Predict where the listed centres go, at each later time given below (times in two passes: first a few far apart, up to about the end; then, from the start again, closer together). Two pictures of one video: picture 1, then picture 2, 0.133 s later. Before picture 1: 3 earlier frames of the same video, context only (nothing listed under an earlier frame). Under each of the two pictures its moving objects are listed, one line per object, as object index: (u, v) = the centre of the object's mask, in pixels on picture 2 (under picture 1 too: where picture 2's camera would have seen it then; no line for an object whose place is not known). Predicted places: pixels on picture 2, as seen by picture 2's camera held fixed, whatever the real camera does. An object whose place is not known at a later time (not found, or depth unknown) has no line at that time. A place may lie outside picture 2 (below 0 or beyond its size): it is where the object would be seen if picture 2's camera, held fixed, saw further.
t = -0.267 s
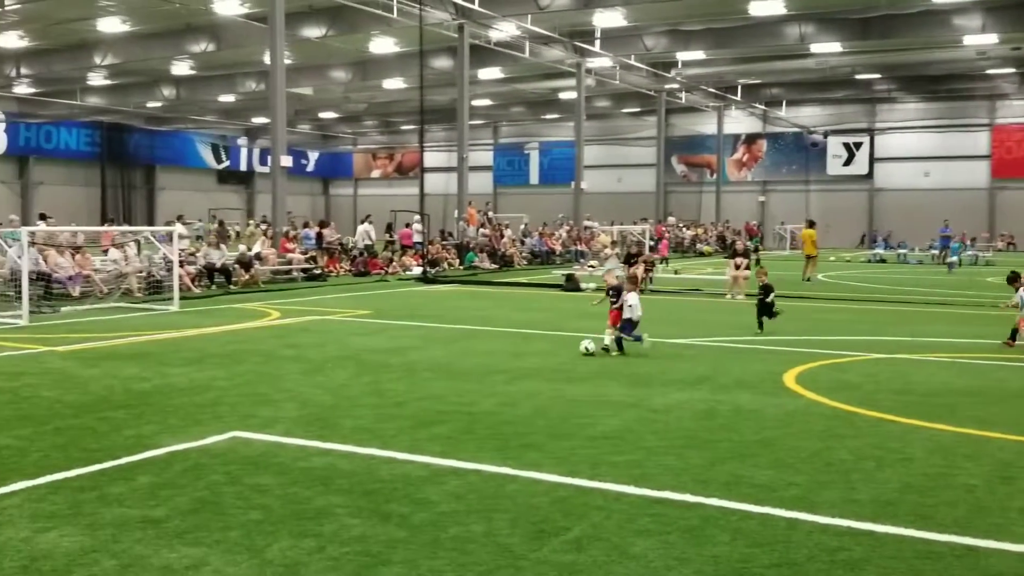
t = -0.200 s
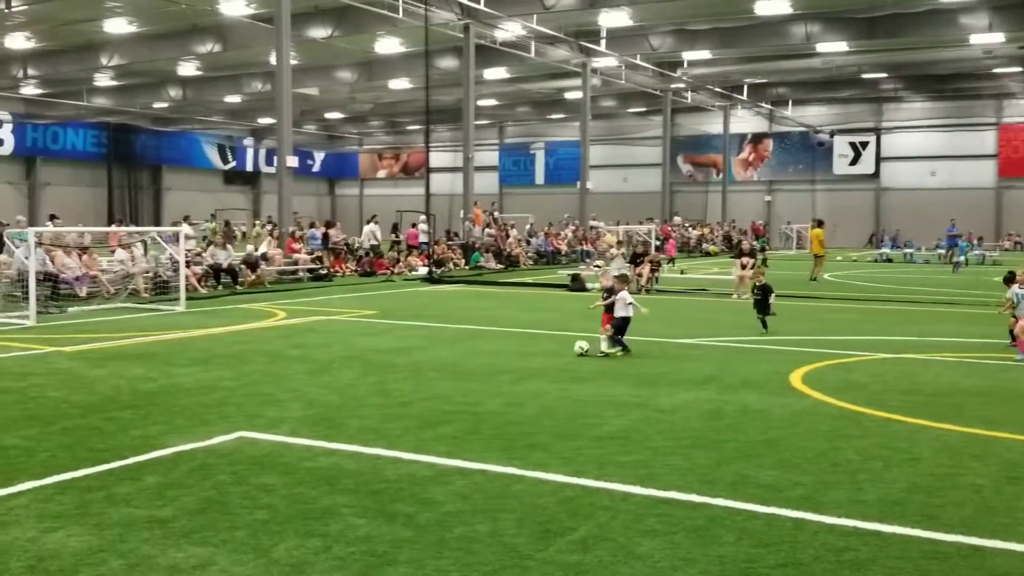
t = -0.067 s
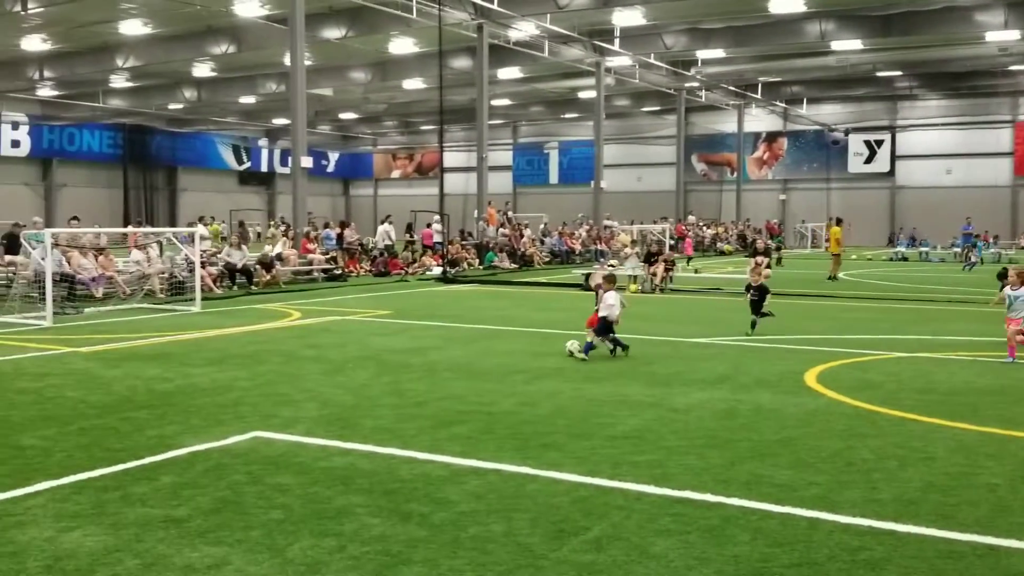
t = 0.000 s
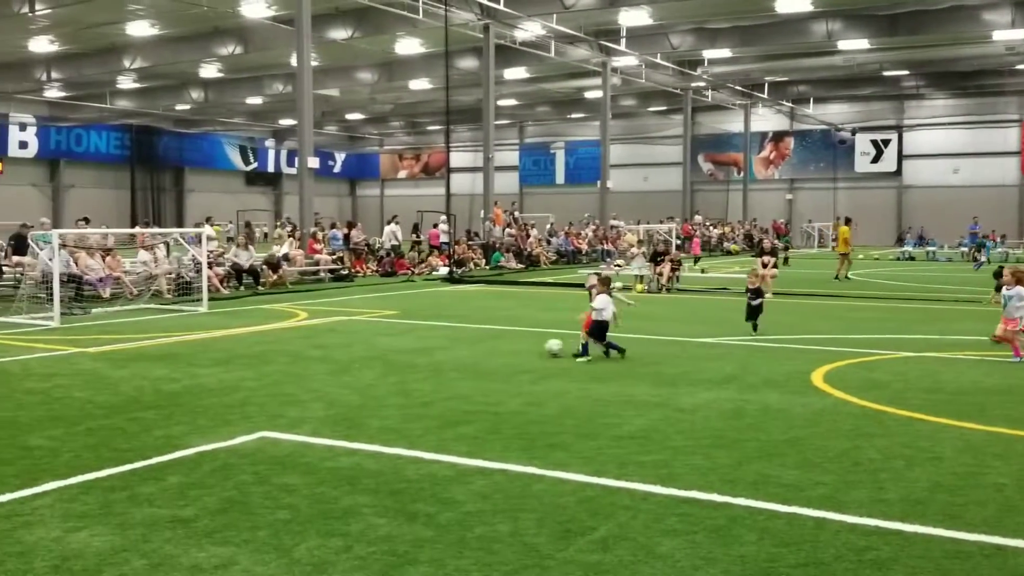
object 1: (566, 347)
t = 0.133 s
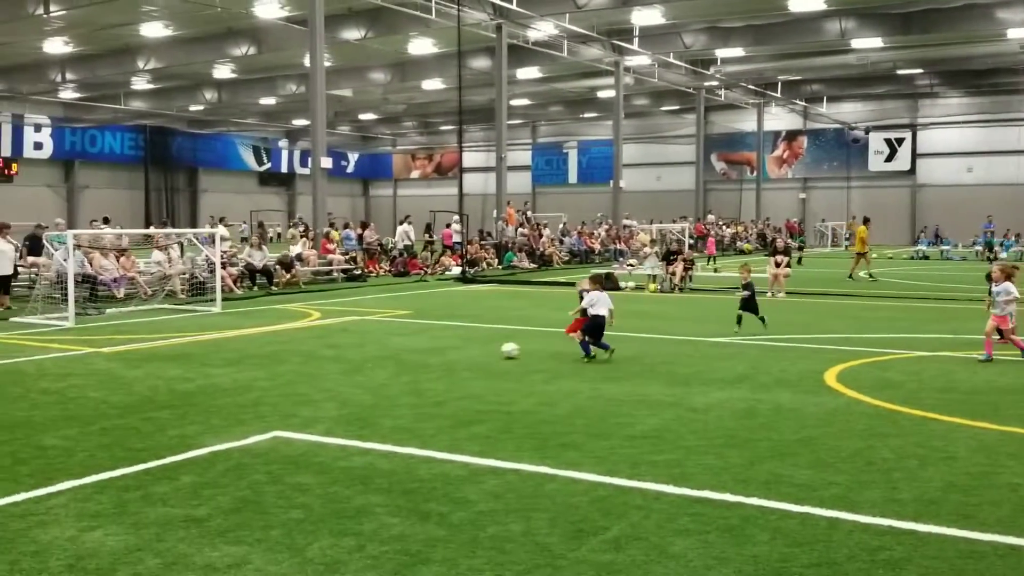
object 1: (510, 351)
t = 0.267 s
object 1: (462, 352)
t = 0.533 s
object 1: (377, 355)
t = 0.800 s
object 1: (296, 358)
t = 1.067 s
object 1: (215, 361)
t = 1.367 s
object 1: (125, 365)
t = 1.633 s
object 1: (44, 368)
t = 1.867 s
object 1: (-26, 371)
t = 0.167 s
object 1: (498, 351)
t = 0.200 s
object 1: (486, 350)
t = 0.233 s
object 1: (473, 350)
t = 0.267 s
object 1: (462, 352)
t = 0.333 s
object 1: (439, 352)
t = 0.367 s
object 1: (428, 353)
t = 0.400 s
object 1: (418, 354)
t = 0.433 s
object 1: (408, 354)
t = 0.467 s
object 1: (398, 354)
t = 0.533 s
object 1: (377, 355)
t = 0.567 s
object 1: (367, 356)
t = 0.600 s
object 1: (357, 355)
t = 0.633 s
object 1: (346, 355)
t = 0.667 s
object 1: (336, 356)
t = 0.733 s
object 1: (316, 357)
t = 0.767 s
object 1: (306, 357)
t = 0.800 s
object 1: (296, 358)
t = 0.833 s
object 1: (286, 359)
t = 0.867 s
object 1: (275, 359)
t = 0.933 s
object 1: (255, 360)
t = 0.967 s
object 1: (245, 360)
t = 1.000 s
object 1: (236, 361)
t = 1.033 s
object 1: (225, 361)
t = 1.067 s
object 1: (215, 361)
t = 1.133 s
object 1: (195, 362)
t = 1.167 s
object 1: (185, 363)
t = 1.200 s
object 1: (175, 363)
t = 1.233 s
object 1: (164, 363)
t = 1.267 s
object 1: (155, 364)
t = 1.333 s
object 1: (135, 365)
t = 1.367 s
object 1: (125, 365)
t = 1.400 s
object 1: (114, 365)
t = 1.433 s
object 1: (104, 366)
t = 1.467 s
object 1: (94, 366)
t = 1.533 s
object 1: (74, 367)
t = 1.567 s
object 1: (65, 367)
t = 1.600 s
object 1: (55, 367)
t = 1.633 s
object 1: (44, 368)
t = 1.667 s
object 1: (34, 368)
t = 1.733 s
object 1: (14, 369)
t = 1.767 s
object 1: (5, 369)
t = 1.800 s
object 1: (-6, 370)
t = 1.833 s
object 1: (-15, 370)
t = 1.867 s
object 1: (-26, 371)
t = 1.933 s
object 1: (-45, 372)
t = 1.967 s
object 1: (-55, 372)
